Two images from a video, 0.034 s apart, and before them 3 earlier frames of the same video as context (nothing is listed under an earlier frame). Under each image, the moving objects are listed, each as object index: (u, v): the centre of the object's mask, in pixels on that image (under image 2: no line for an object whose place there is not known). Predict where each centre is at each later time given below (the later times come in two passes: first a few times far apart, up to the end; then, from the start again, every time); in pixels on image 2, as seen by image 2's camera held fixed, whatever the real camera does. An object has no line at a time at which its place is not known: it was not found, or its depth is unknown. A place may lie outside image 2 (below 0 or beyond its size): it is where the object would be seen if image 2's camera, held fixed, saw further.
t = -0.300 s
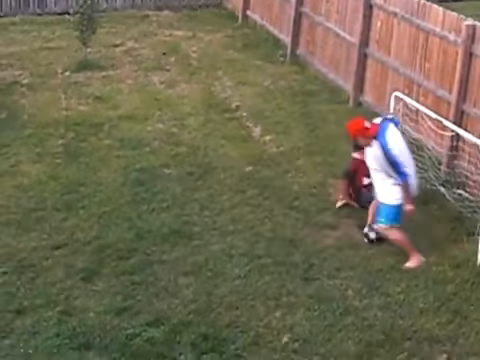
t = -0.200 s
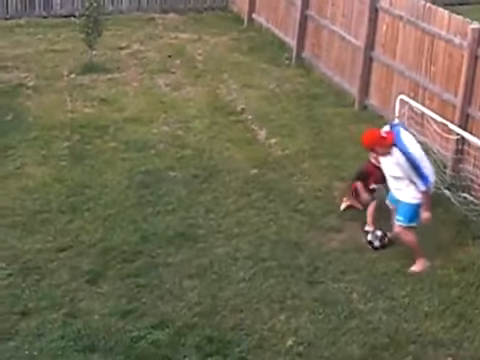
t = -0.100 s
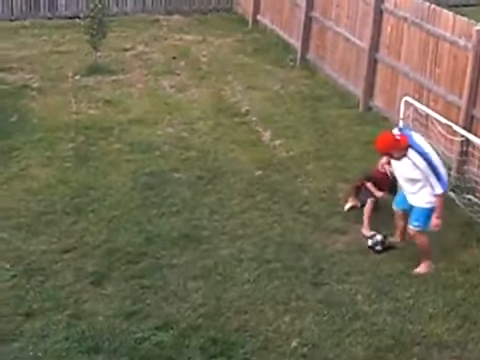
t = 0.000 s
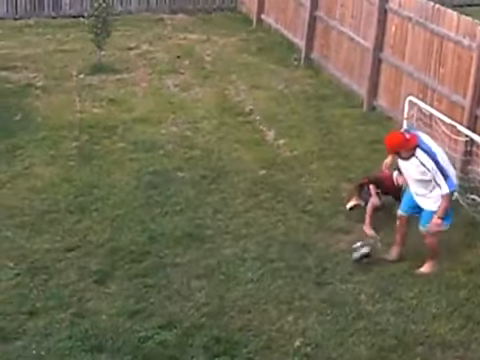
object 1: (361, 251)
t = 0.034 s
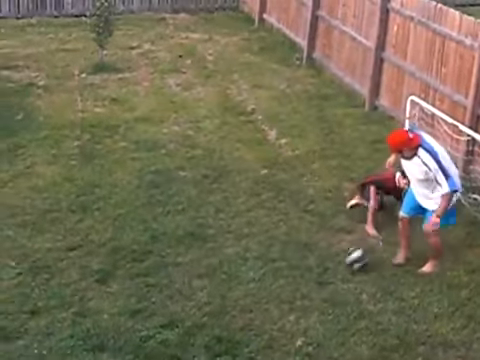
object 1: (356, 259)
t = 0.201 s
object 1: (326, 282)
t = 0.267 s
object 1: (316, 288)
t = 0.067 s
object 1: (349, 265)
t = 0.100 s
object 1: (341, 273)
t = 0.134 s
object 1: (337, 280)
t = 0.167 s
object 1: (332, 282)
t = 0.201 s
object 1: (326, 282)
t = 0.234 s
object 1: (321, 285)
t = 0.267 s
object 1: (316, 288)
